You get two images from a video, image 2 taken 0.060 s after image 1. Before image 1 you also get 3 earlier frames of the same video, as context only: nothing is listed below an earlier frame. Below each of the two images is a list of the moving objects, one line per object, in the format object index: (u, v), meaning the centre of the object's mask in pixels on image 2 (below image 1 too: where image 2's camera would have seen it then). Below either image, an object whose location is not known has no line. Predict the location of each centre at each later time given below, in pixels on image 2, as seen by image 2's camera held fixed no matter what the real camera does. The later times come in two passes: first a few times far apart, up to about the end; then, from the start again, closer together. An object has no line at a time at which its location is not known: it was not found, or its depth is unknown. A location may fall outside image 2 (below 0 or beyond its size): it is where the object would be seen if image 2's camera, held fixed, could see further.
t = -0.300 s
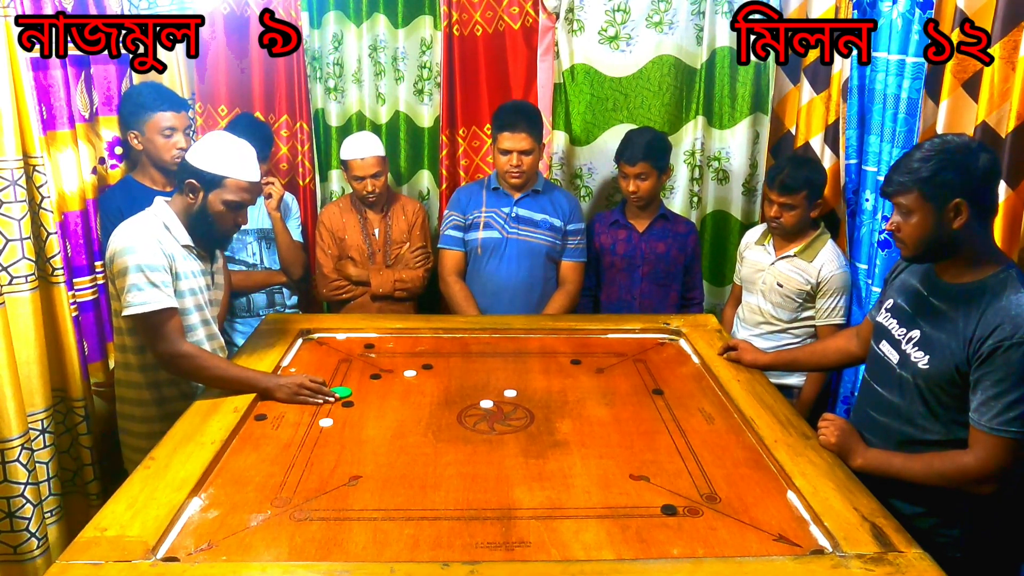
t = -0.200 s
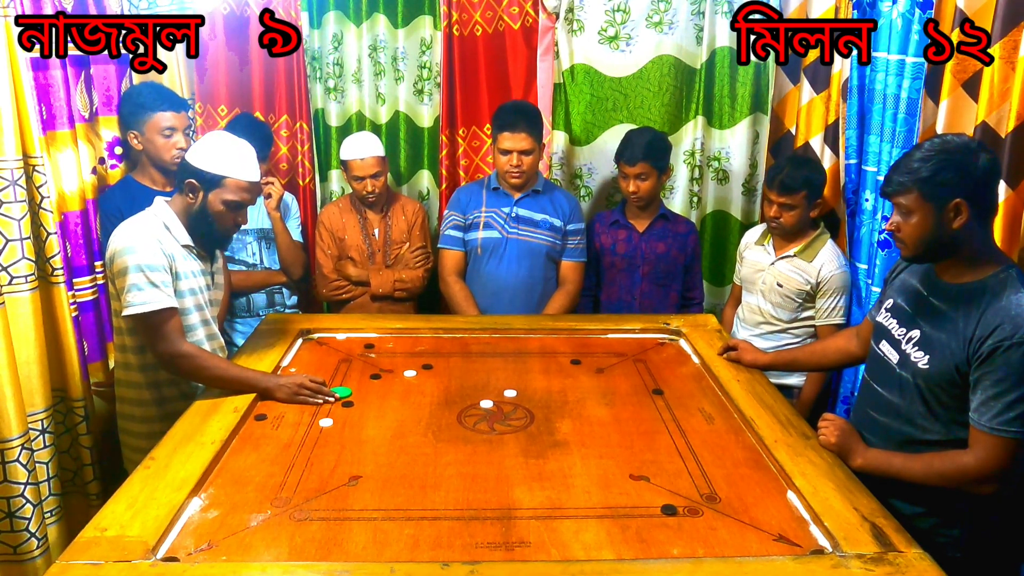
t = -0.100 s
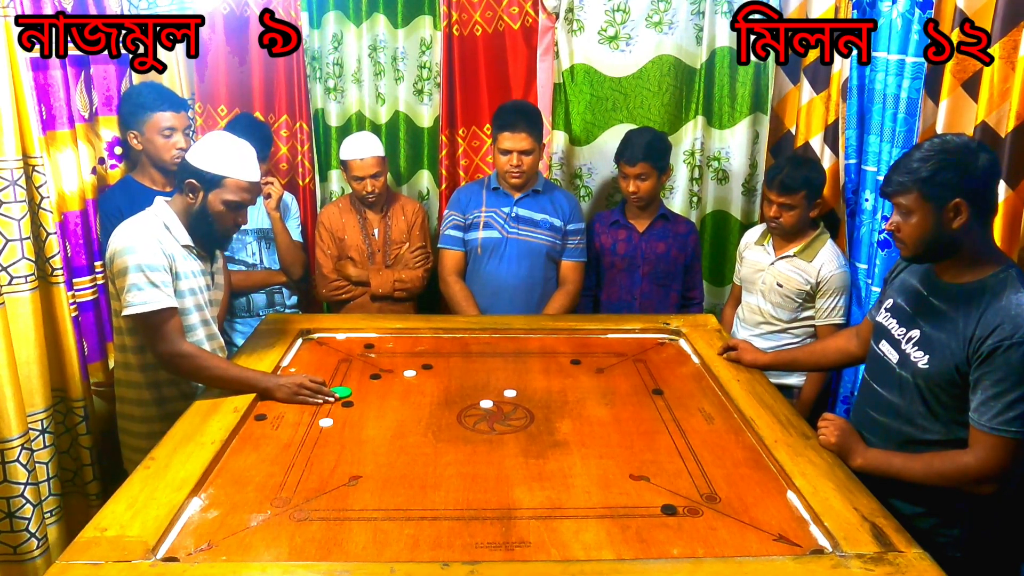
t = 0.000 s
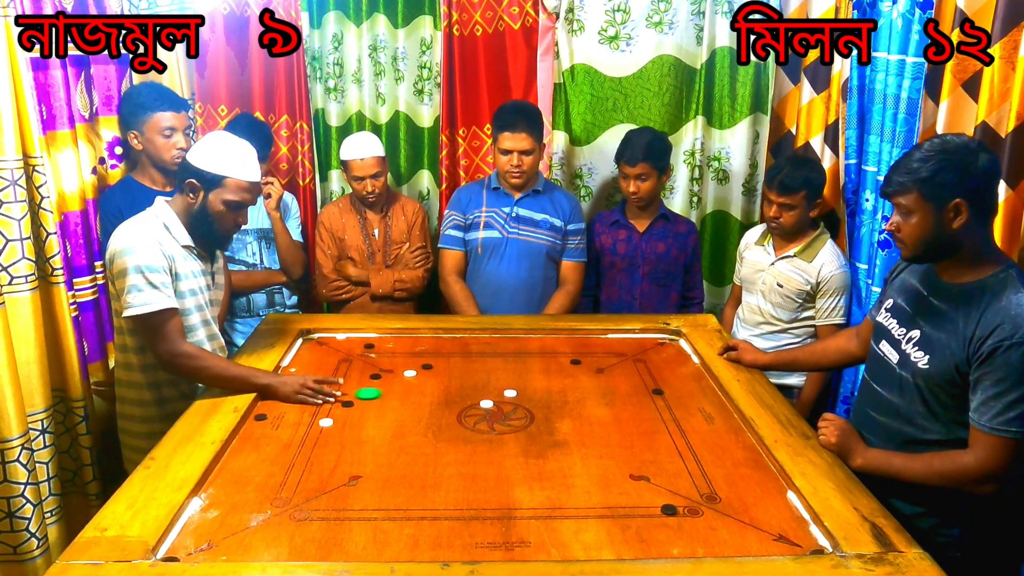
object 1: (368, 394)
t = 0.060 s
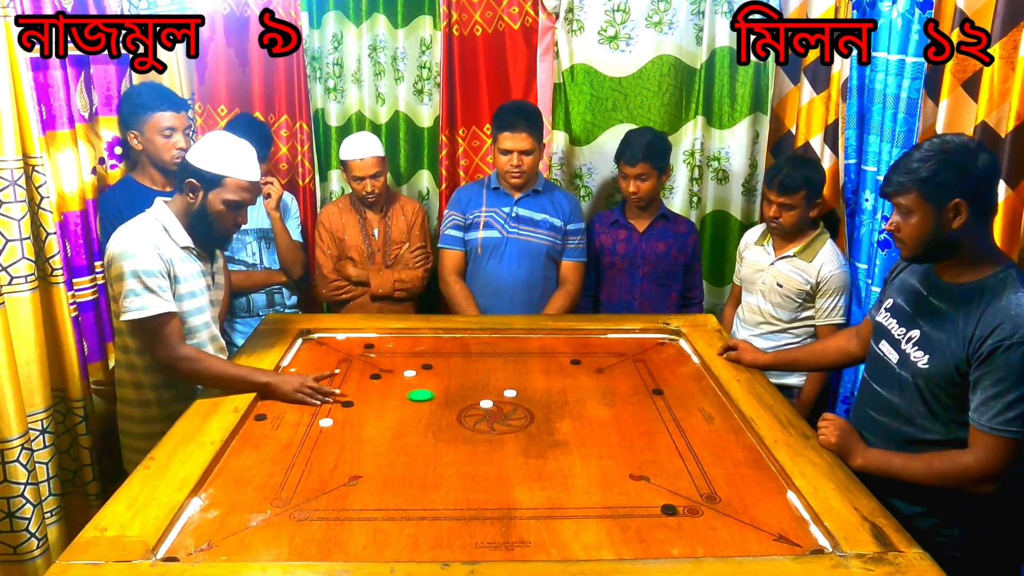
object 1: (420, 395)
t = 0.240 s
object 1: (541, 397)
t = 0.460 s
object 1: (639, 399)
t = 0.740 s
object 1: (701, 402)
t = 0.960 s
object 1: (670, 403)
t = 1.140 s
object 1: (666, 403)
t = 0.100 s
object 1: (455, 397)
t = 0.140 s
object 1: (487, 397)
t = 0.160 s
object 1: (499, 397)
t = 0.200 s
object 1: (520, 397)
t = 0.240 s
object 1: (541, 397)
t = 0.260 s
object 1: (550, 397)
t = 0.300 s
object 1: (569, 398)
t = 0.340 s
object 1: (588, 398)
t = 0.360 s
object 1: (597, 398)
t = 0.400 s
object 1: (614, 399)
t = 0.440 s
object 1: (631, 399)
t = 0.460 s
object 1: (639, 399)
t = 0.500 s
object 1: (655, 400)
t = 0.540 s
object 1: (669, 400)
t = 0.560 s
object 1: (677, 400)
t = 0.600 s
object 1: (691, 401)
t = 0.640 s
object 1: (704, 401)
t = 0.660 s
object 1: (711, 401)
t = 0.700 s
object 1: (709, 402)
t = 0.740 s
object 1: (701, 402)
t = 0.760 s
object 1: (697, 402)
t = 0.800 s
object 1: (690, 402)
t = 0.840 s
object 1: (683, 402)
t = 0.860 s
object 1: (681, 403)
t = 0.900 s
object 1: (676, 403)
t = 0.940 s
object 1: (672, 403)
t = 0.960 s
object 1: (670, 403)
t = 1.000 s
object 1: (668, 403)
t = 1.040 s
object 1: (667, 403)
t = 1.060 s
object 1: (666, 403)
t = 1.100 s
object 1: (667, 403)
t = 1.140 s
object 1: (666, 403)
